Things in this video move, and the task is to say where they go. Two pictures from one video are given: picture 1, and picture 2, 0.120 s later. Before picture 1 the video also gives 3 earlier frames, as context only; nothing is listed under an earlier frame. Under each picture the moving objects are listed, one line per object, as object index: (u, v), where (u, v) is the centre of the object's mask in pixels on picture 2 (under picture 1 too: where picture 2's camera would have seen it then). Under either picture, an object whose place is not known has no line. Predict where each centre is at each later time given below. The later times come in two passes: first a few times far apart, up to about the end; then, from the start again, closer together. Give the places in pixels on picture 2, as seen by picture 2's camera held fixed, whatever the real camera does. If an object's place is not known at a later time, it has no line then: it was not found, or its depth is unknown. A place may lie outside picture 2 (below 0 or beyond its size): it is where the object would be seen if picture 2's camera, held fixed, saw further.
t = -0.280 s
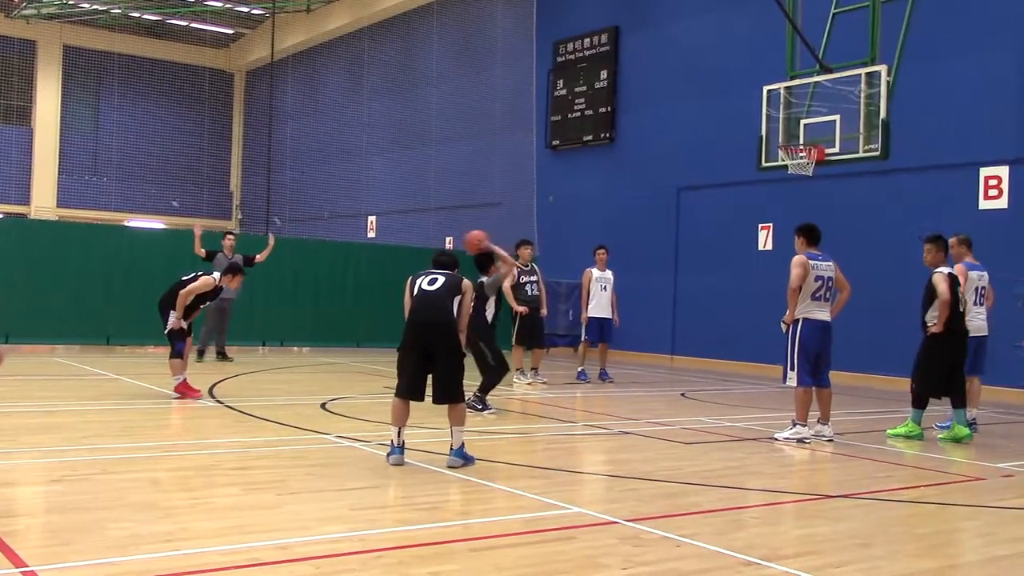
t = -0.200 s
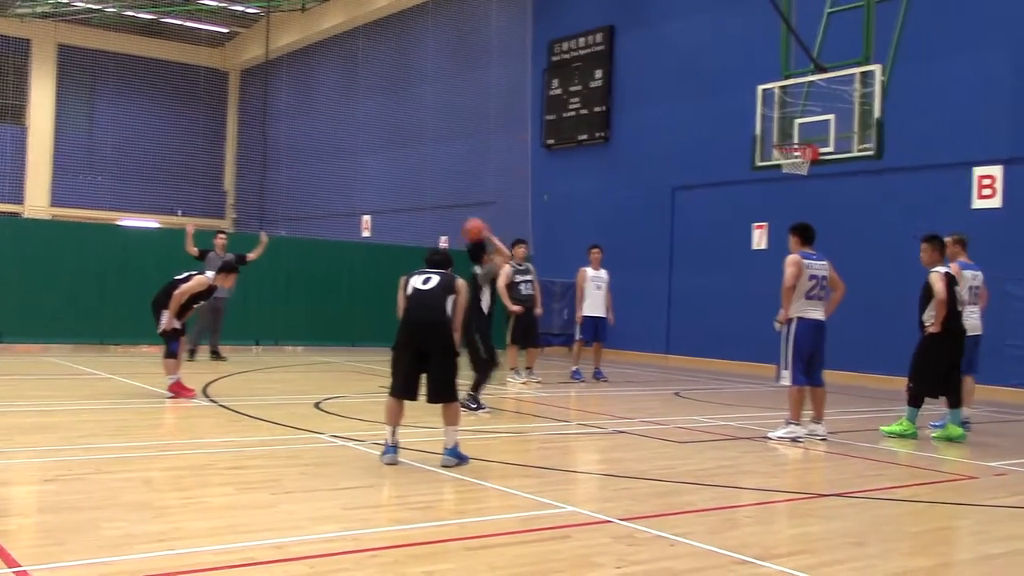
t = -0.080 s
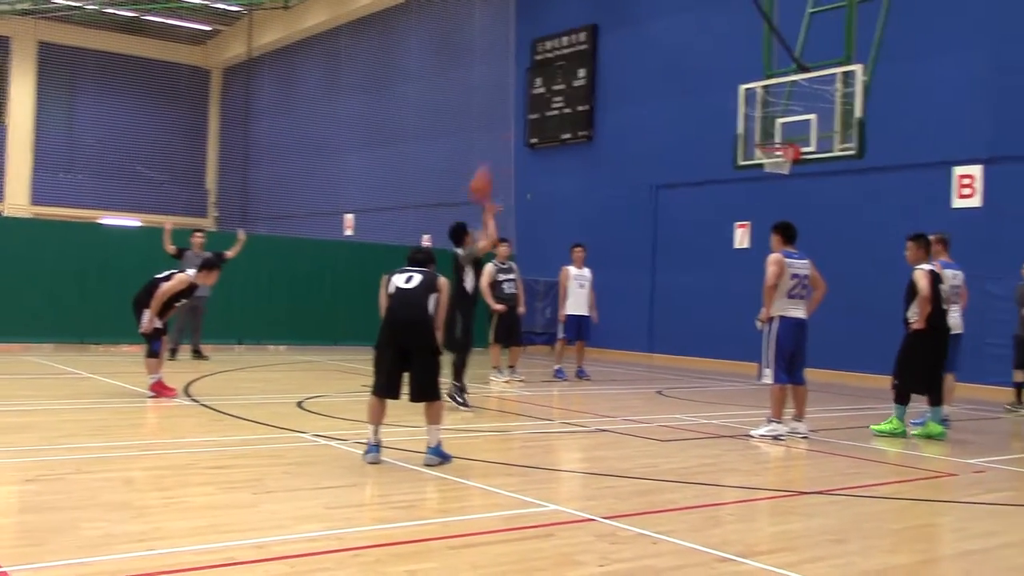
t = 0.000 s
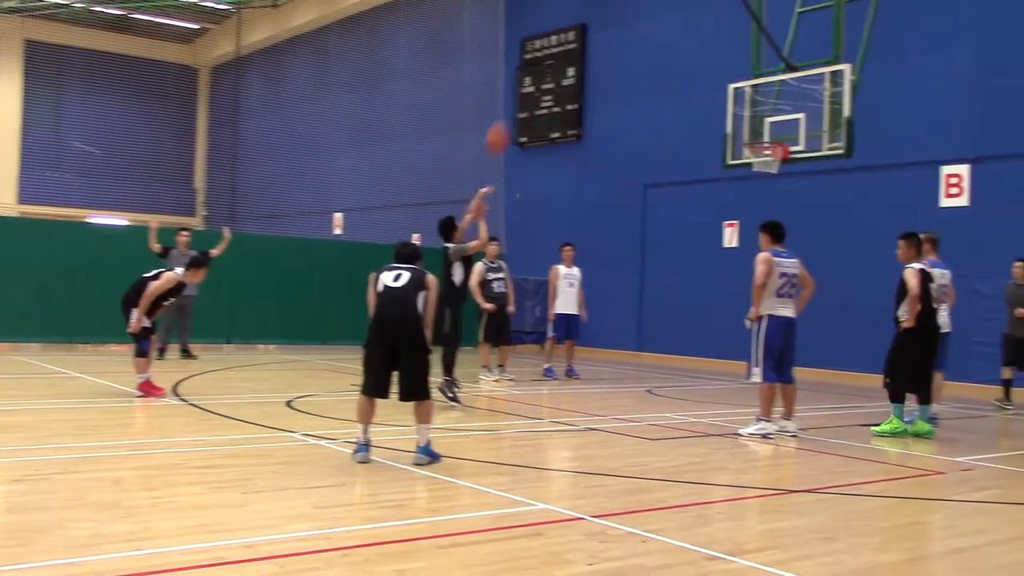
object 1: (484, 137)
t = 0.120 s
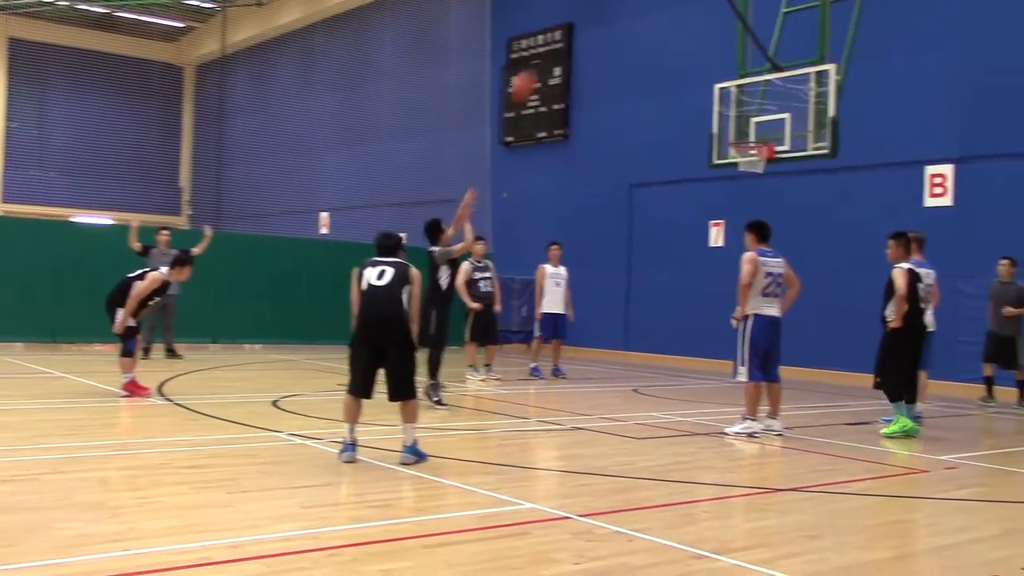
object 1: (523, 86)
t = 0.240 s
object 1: (560, 52)
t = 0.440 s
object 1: (615, 21)
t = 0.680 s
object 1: (675, 33)
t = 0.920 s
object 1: (728, 91)
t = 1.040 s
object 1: (751, 133)
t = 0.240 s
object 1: (560, 52)
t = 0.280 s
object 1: (571, 41)
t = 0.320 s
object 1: (583, 34)
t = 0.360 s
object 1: (594, 28)
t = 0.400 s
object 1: (605, 23)
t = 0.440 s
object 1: (615, 21)
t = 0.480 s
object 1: (625, 20)
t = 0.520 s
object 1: (635, 20)
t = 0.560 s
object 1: (645, 21)
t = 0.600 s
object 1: (656, 23)
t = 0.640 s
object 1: (665, 27)
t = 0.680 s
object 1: (675, 33)
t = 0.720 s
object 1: (684, 39)
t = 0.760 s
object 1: (693, 46)
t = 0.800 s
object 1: (702, 55)
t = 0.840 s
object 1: (711, 65)
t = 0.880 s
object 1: (718, 74)
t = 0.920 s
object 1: (728, 91)
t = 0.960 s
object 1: (737, 103)
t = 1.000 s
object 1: (742, 116)
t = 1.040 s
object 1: (751, 133)
